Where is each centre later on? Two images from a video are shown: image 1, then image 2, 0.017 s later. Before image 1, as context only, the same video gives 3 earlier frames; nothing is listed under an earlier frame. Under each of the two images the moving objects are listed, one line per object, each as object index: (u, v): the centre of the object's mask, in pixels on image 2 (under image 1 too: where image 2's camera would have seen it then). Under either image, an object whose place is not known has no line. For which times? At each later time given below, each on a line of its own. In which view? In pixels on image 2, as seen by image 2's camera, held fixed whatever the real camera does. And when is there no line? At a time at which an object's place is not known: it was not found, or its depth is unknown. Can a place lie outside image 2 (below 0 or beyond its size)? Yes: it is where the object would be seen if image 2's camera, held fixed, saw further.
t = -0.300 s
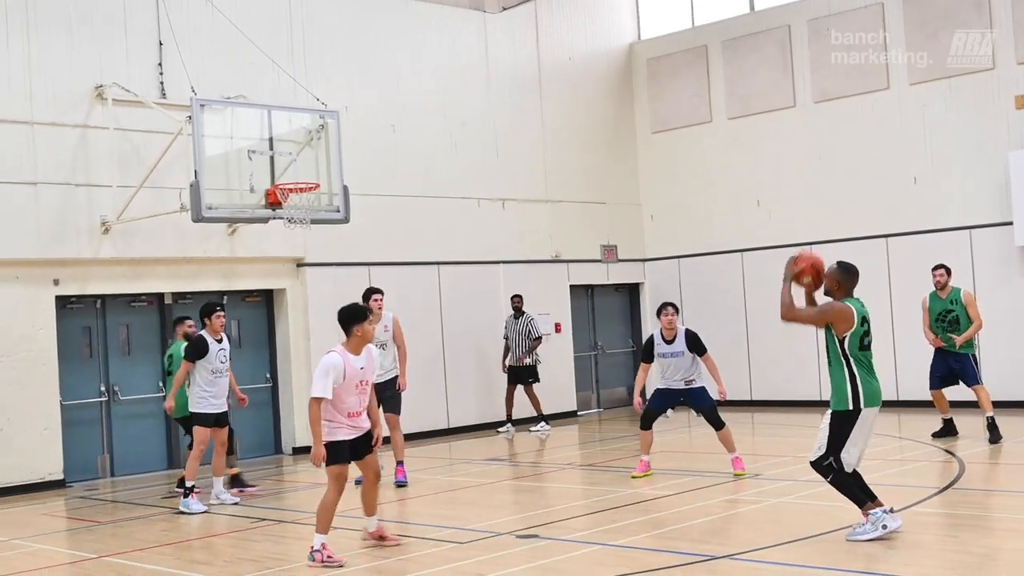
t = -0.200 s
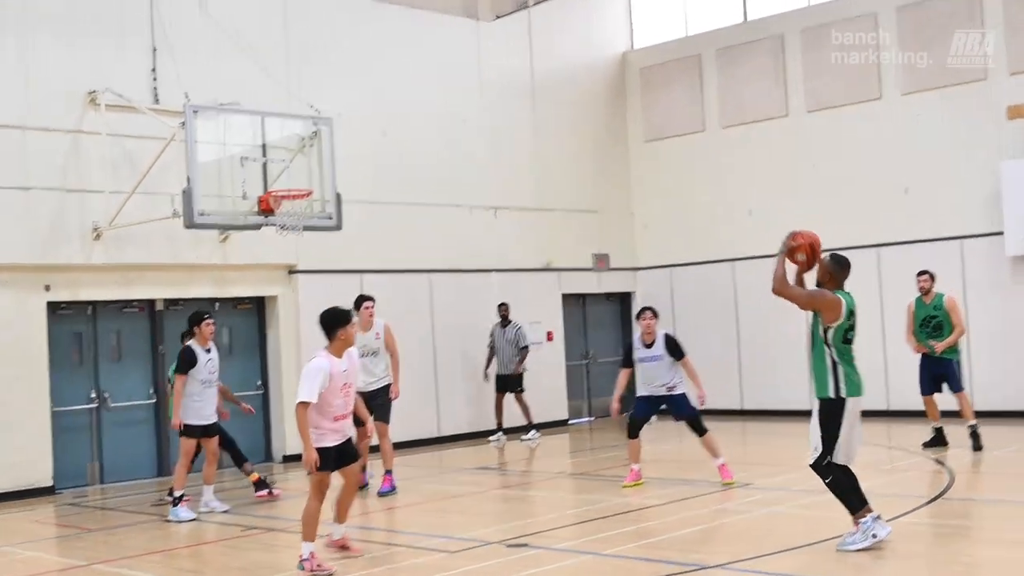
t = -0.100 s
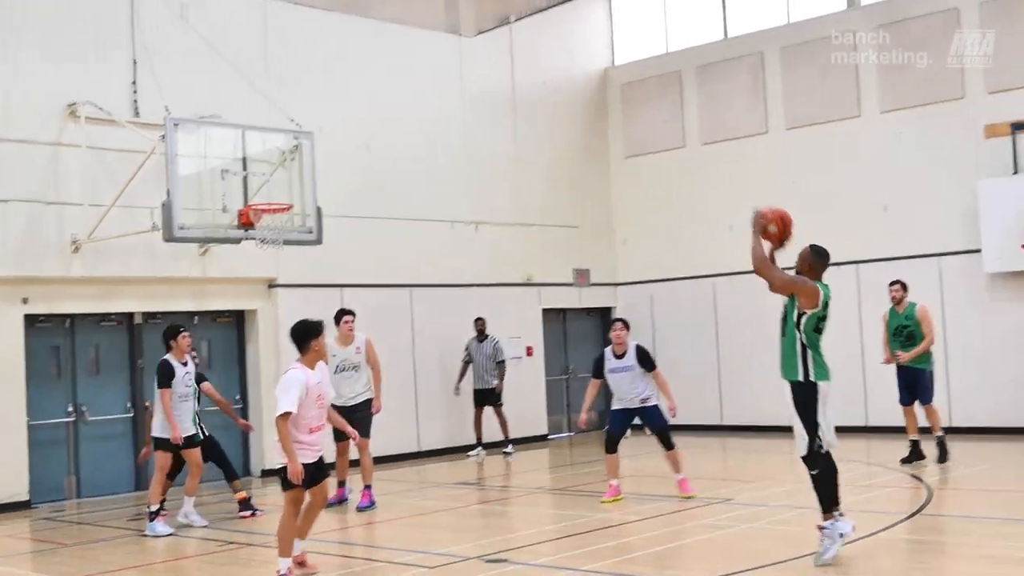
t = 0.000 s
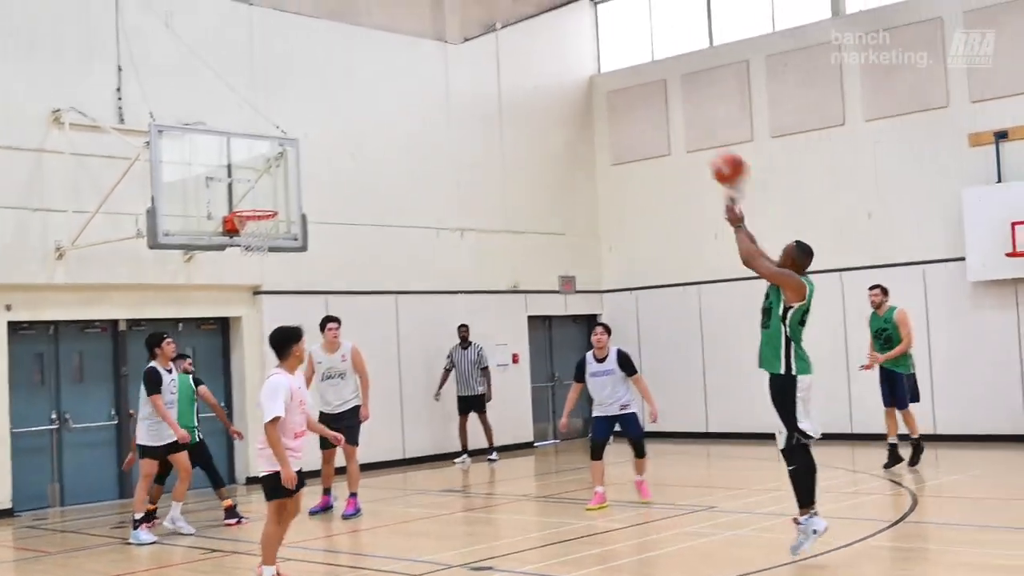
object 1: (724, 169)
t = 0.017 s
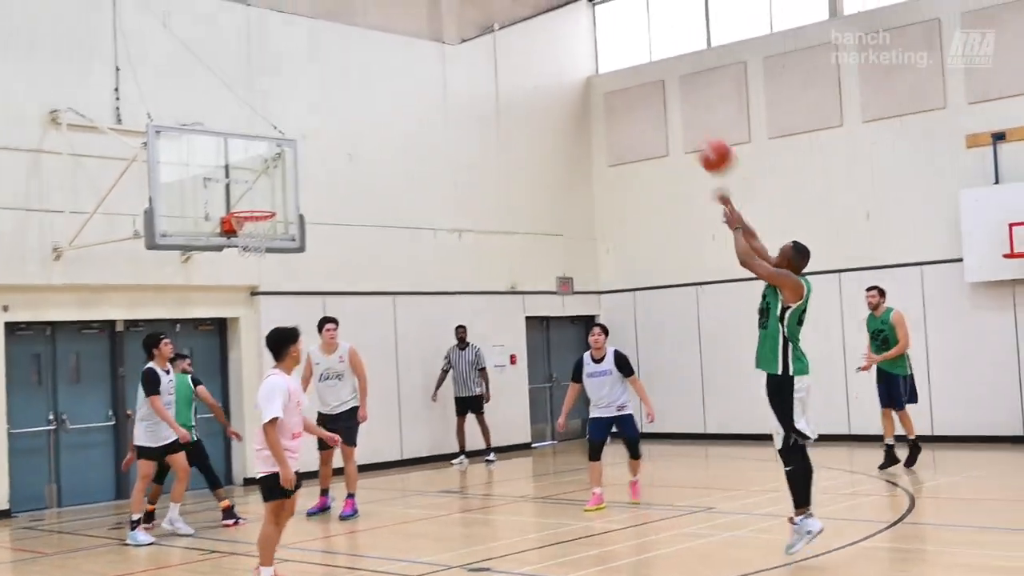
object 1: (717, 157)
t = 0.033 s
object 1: (707, 145)
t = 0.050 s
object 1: (694, 134)
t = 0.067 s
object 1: (685, 125)
